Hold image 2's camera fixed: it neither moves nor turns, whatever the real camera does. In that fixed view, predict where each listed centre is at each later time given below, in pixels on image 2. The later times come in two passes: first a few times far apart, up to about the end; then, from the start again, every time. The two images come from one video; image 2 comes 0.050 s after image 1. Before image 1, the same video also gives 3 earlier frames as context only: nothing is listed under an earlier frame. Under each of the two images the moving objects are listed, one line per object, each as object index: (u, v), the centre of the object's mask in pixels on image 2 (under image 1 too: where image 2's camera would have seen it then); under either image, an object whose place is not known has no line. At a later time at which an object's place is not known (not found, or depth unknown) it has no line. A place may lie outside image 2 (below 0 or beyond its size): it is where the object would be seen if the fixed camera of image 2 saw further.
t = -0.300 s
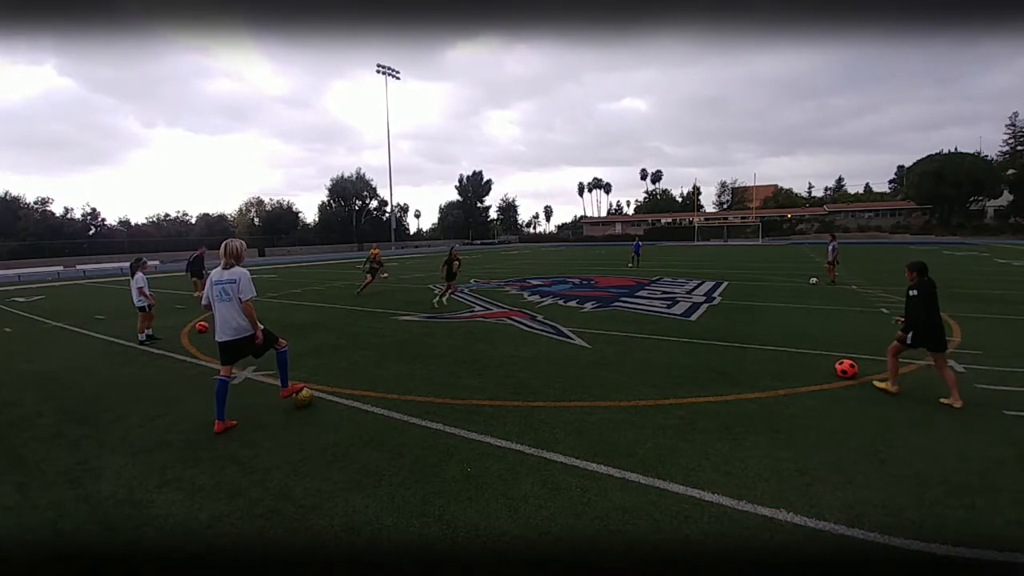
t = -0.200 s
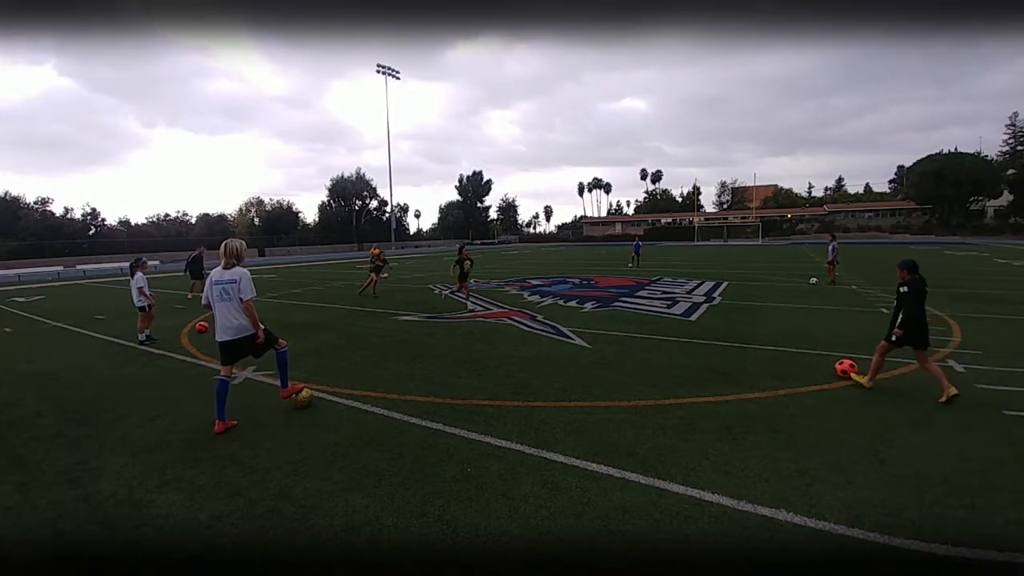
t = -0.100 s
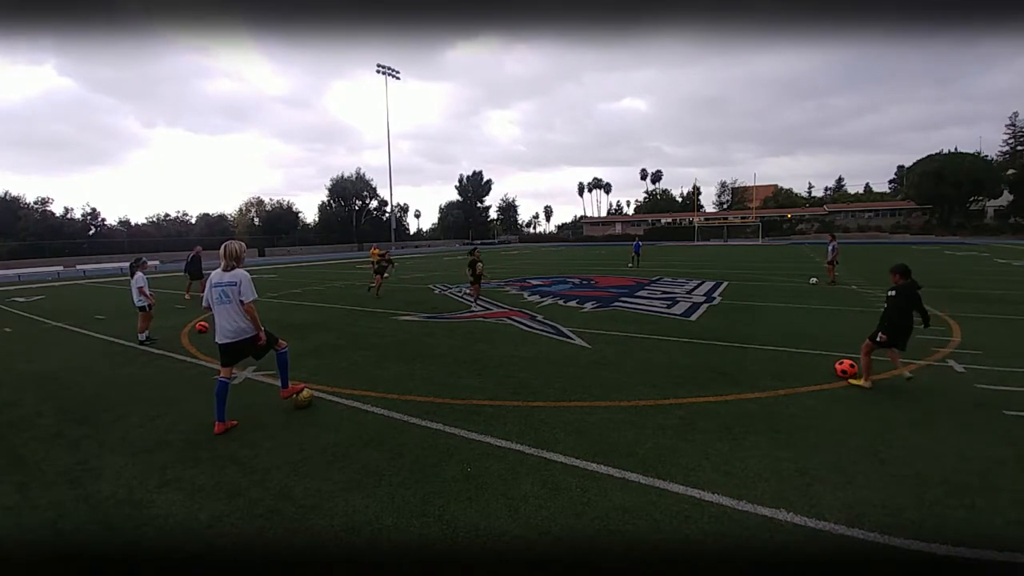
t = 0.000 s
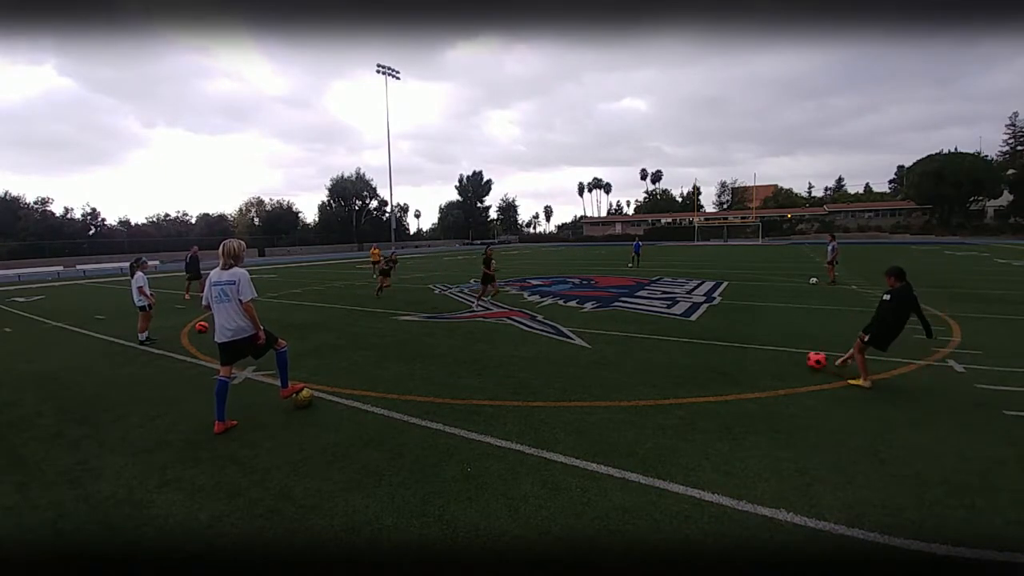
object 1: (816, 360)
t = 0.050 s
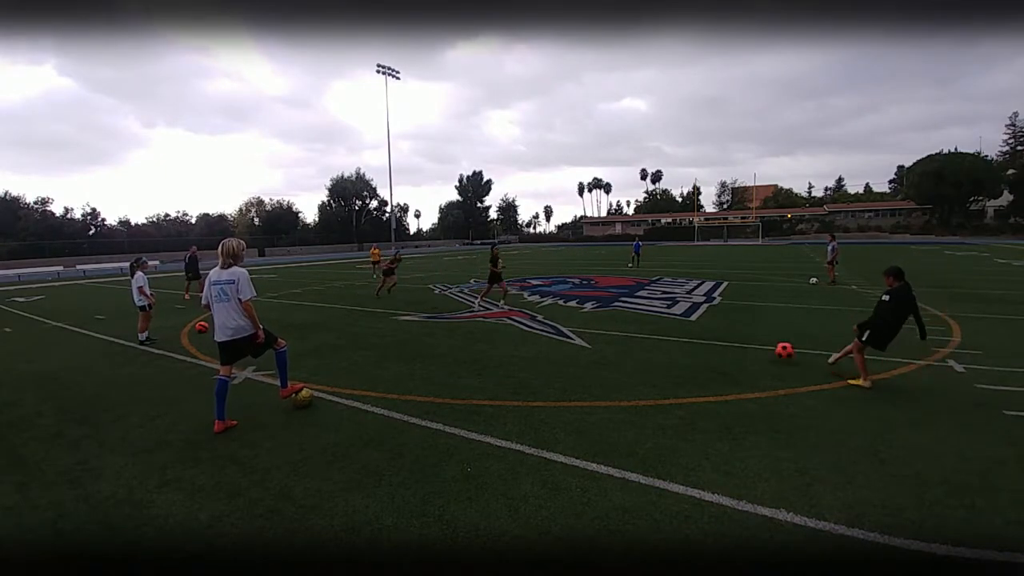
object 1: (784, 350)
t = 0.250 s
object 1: (688, 334)
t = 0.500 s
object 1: (621, 319)
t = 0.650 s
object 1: (593, 310)
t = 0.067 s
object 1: (775, 348)
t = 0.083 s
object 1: (766, 345)
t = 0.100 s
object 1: (756, 343)
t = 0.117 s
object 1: (747, 341)
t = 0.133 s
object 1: (739, 340)
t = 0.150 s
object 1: (730, 339)
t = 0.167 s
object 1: (722, 337)
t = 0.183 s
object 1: (715, 337)
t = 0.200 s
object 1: (708, 337)
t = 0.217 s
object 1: (700, 336)
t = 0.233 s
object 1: (694, 336)
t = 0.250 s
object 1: (688, 334)
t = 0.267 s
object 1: (683, 331)
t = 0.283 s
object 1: (678, 329)
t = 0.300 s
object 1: (673, 327)
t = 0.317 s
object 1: (668, 326)
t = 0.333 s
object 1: (663, 324)
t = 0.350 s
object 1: (659, 322)
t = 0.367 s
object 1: (654, 321)
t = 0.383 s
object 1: (650, 321)
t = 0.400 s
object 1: (646, 320)
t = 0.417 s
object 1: (641, 319)
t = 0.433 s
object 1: (637, 319)
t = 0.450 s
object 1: (633, 319)
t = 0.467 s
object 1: (629, 318)
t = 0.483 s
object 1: (625, 319)
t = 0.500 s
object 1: (621, 319)
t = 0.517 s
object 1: (618, 319)
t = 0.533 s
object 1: (614, 319)
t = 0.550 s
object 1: (611, 317)
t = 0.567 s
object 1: (608, 315)
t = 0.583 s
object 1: (605, 314)
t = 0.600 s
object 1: (602, 312)
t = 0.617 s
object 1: (599, 312)
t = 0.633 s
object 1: (596, 311)
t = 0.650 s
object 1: (593, 310)
